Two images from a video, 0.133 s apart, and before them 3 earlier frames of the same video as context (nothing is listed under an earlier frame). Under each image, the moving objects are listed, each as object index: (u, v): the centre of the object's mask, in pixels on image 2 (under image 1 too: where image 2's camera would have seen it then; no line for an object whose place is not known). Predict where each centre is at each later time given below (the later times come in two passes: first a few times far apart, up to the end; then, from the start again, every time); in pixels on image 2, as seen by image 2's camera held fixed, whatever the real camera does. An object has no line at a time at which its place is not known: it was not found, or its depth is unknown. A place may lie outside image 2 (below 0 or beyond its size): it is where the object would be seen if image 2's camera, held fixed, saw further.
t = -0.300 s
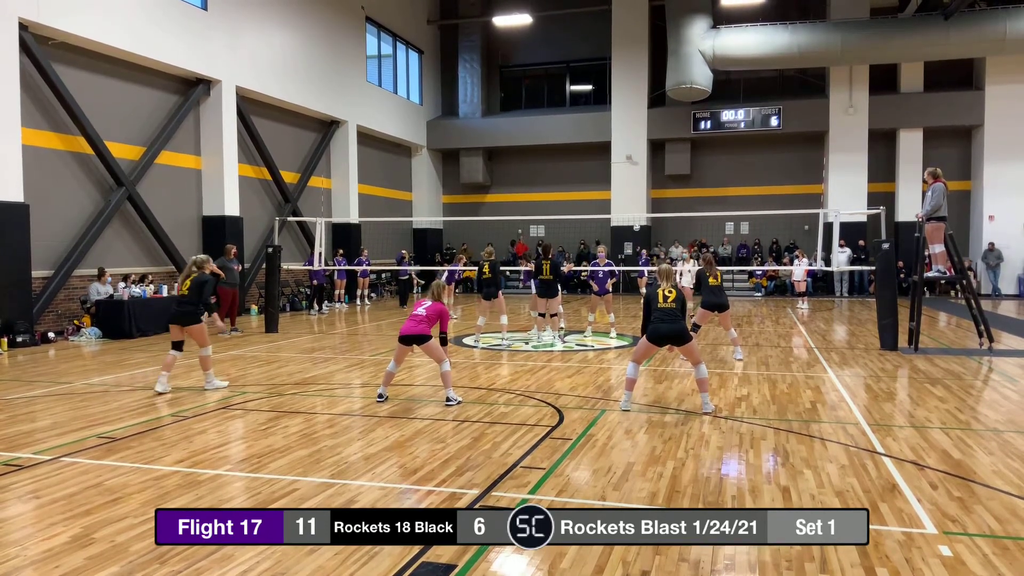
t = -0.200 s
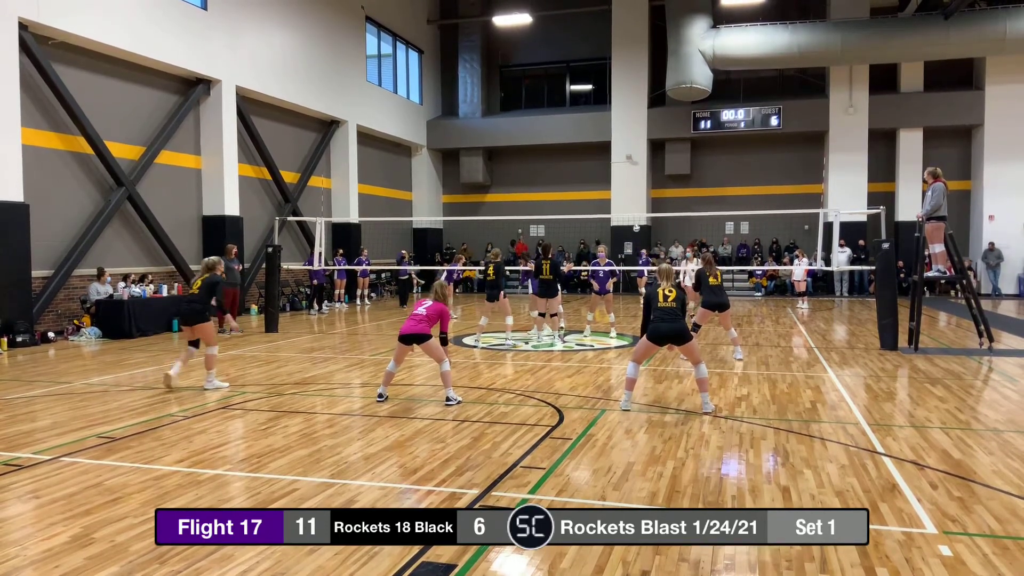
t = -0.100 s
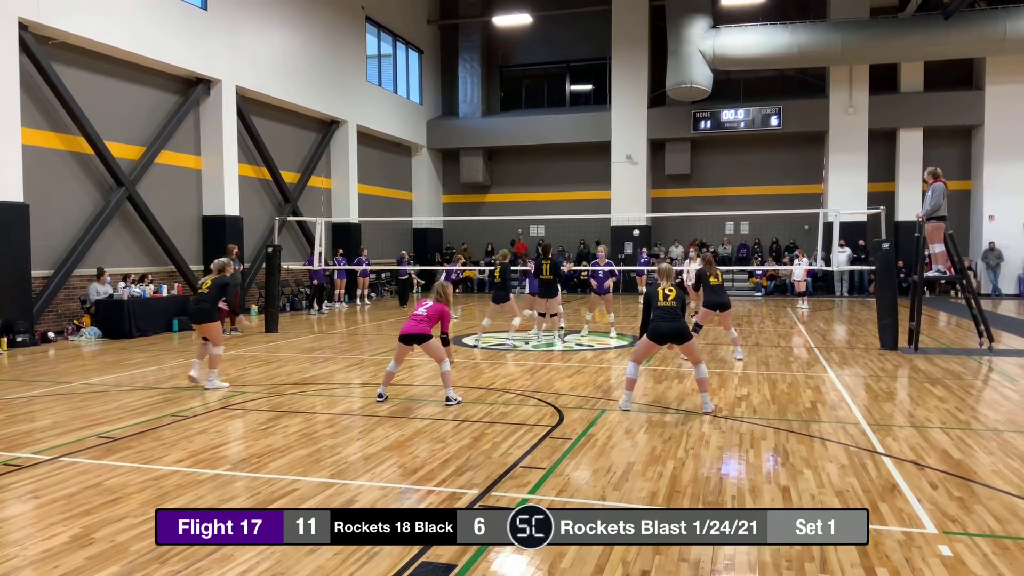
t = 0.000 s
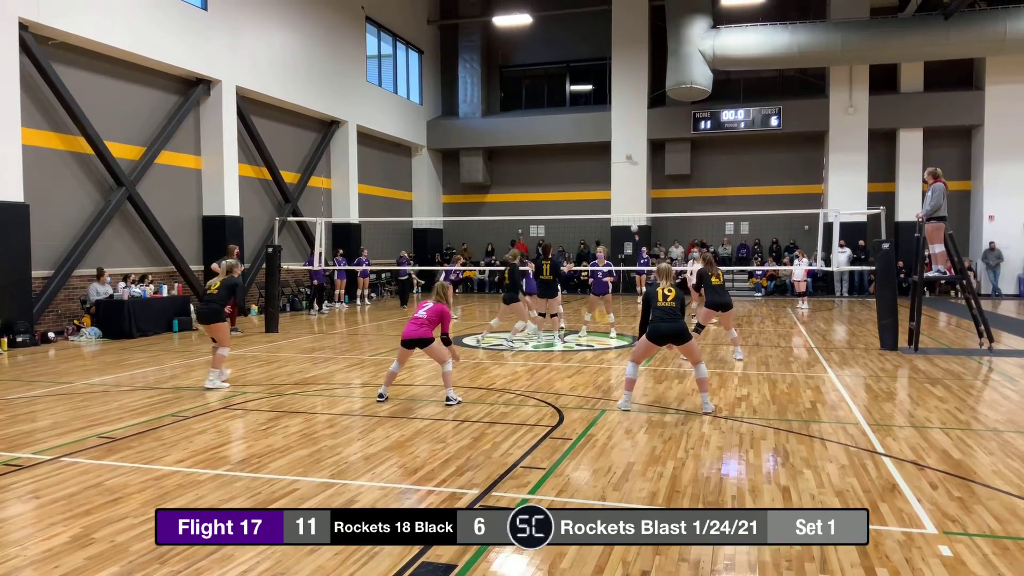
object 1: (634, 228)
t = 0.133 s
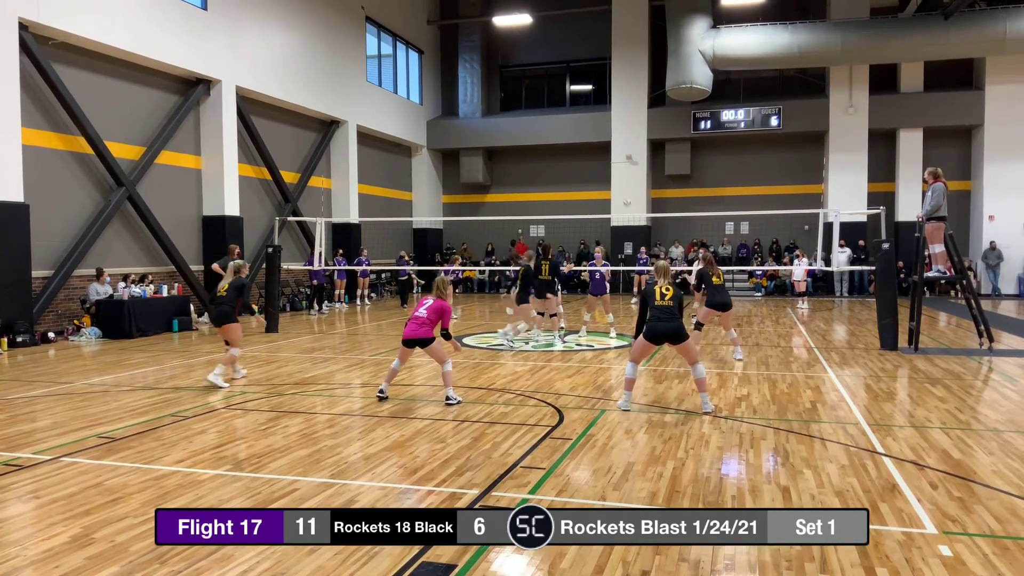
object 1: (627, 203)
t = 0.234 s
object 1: (621, 186)
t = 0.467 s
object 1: (599, 155)
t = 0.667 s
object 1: (573, 145)
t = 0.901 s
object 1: (529, 162)
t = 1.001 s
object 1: (504, 181)
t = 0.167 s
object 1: (625, 197)
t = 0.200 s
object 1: (623, 191)
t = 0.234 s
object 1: (621, 186)
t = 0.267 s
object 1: (618, 180)
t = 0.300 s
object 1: (615, 175)
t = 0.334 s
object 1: (611, 170)
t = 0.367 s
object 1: (608, 166)
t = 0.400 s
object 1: (605, 162)
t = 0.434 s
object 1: (602, 158)
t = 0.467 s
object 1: (599, 155)
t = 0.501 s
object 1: (595, 152)
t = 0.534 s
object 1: (591, 149)
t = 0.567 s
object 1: (587, 147)
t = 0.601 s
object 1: (583, 146)
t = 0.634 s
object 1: (578, 145)
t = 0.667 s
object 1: (573, 145)
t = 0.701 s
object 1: (568, 145)
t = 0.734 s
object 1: (562, 146)
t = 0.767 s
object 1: (557, 148)
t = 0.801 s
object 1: (550, 150)
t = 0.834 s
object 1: (544, 153)
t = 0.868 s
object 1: (537, 157)
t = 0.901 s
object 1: (529, 162)
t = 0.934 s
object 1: (521, 168)
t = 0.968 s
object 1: (513, 174)
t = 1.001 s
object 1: (504, 181)
